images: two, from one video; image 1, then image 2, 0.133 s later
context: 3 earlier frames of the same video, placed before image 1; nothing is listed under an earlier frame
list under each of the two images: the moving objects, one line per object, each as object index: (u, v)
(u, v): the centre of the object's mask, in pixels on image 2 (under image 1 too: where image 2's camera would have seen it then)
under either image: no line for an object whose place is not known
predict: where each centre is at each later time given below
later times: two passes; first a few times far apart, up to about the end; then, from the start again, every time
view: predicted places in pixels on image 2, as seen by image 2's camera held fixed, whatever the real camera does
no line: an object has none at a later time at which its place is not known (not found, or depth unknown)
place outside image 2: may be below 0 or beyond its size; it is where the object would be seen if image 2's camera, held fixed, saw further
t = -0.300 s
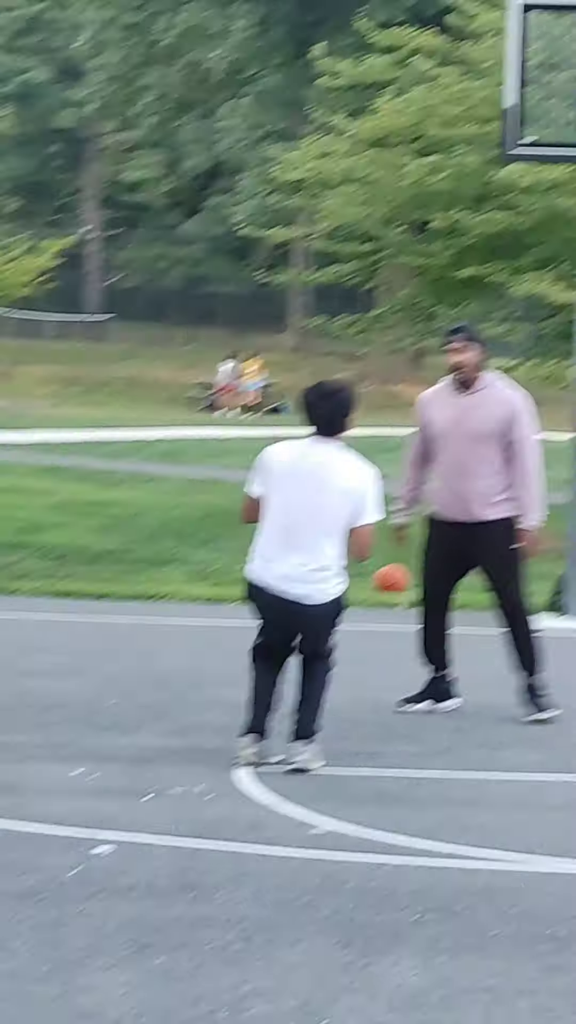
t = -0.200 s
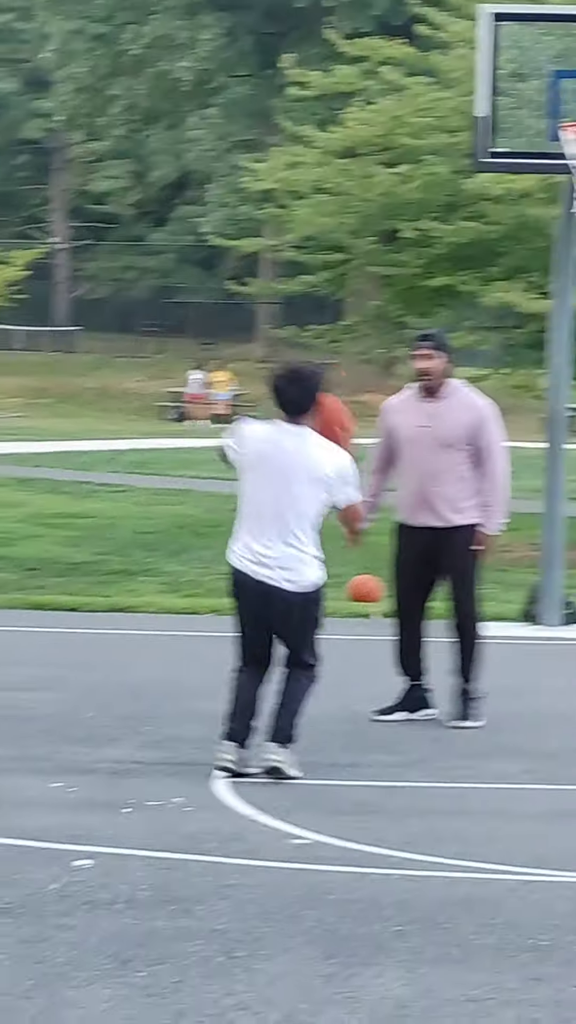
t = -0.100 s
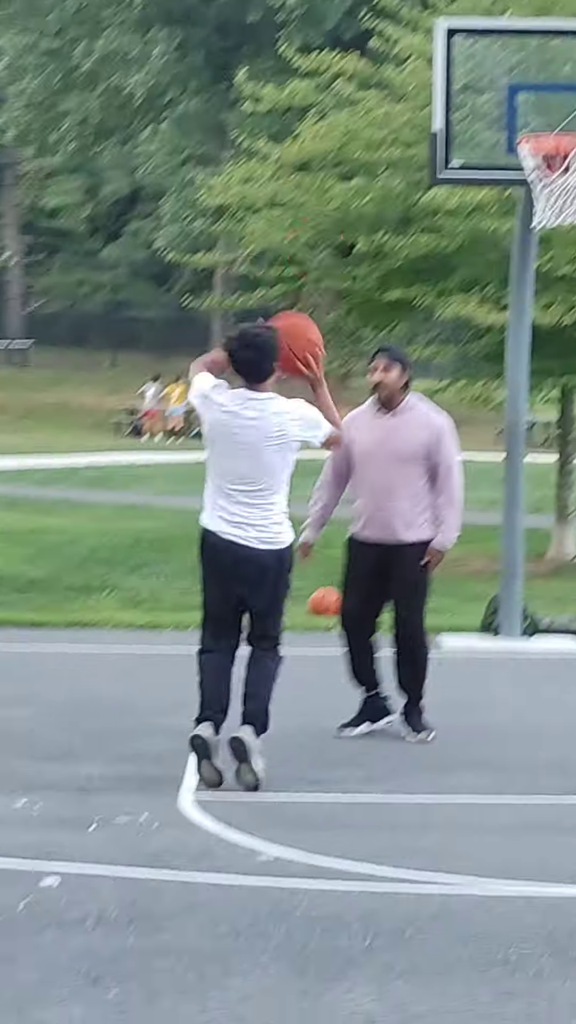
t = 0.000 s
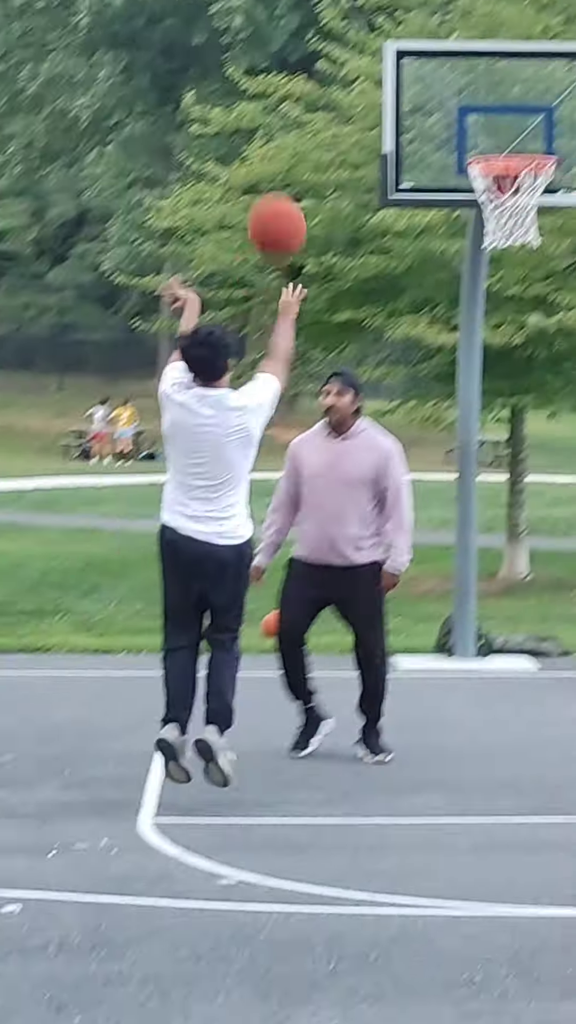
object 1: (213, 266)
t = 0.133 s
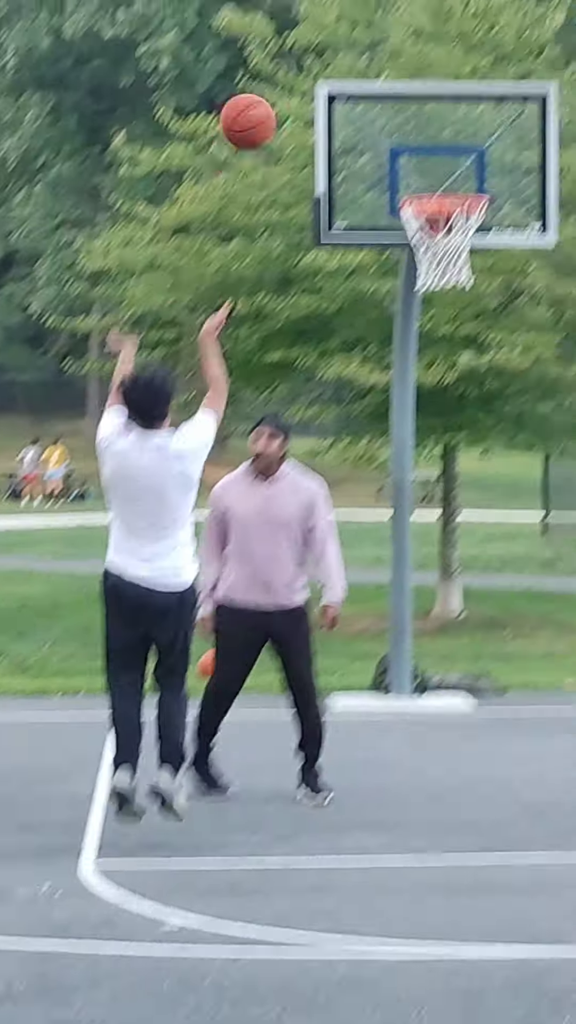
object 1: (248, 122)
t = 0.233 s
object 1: (273, 47)
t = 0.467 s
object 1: (319, -30)
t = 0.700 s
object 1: (359, 4)
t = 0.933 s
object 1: (393, 111)
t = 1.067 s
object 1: (414, 180)
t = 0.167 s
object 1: (256, 93)
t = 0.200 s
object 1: (266, 68)
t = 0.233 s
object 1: (273, 47)
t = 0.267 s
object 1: (282, 29)
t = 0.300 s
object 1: (288, 13)
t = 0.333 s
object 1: (293, 0)
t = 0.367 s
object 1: (300, -11)
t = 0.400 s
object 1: (307, -20)
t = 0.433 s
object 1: (313, -26)
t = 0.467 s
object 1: (319, -30)
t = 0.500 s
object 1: (324, -30)
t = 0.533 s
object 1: (331, -29)
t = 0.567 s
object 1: (338, -28)
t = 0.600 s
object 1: (343, -22)
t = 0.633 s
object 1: (349, -16)
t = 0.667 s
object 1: (354, -7)
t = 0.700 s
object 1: (359, 4)
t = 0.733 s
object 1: (364, 15)
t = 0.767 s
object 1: (369, 29)
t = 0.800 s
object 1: (374, 45)
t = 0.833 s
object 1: (380, 61)
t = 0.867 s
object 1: (383, 81)
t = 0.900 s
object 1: (388, 99)
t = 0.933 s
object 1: (393, 111)
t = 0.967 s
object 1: (400, 125)
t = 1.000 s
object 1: (403, 141)
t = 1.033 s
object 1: (409, 160)
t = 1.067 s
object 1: (414, 180)
